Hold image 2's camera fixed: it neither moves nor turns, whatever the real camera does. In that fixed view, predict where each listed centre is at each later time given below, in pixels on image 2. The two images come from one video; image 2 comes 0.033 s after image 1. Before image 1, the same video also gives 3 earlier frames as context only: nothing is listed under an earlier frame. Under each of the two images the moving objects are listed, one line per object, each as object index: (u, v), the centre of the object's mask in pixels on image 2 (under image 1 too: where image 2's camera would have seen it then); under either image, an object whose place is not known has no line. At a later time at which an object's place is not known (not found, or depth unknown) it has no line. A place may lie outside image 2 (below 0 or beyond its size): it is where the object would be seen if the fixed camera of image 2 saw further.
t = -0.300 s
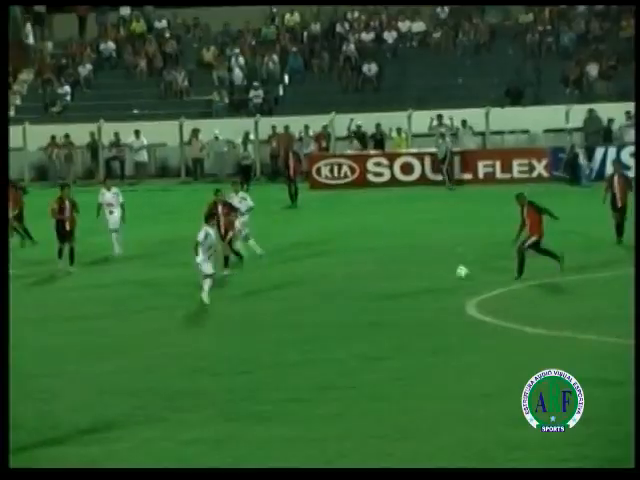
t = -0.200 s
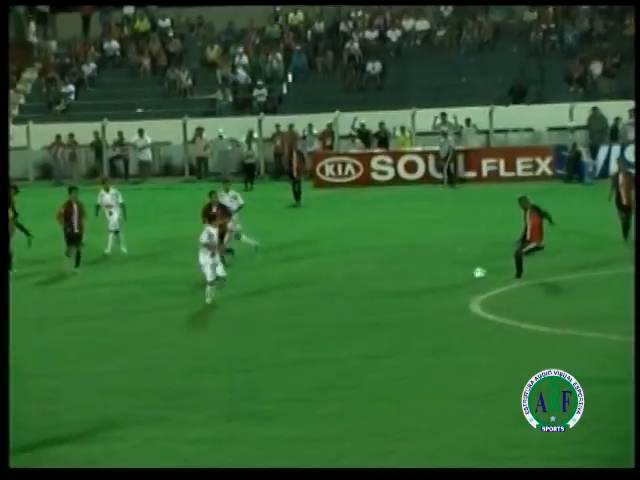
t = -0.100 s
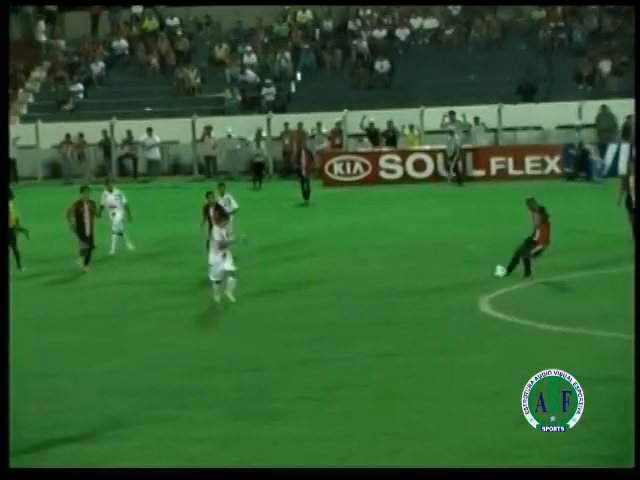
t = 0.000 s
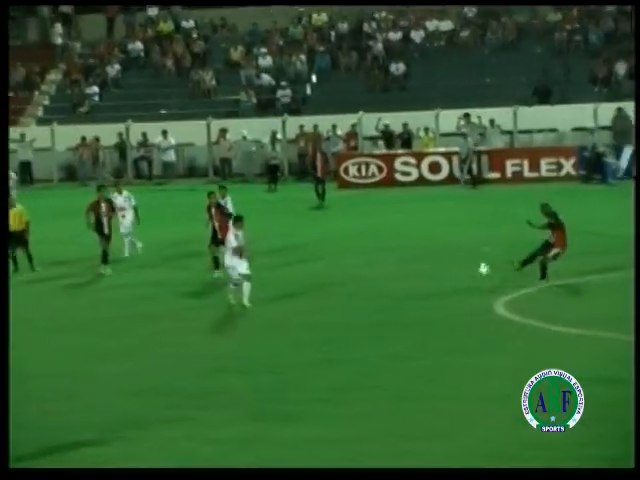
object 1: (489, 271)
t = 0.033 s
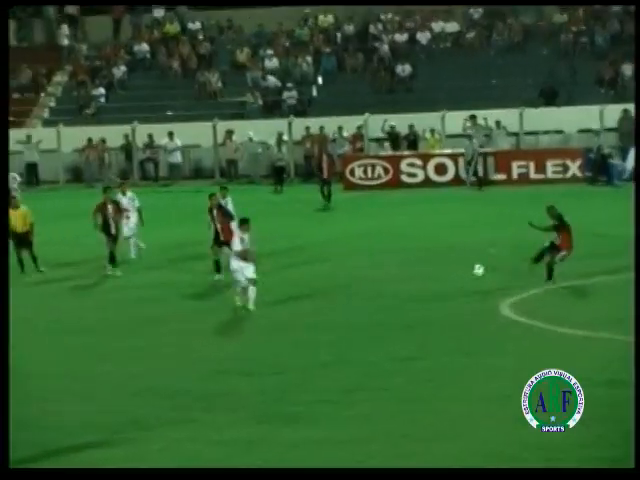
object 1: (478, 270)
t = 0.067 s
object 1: (467, 270)
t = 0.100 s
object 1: (457, 270)
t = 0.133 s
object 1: (445, 271)
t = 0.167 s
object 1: (435, 274)
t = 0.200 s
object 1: (425, 277)
